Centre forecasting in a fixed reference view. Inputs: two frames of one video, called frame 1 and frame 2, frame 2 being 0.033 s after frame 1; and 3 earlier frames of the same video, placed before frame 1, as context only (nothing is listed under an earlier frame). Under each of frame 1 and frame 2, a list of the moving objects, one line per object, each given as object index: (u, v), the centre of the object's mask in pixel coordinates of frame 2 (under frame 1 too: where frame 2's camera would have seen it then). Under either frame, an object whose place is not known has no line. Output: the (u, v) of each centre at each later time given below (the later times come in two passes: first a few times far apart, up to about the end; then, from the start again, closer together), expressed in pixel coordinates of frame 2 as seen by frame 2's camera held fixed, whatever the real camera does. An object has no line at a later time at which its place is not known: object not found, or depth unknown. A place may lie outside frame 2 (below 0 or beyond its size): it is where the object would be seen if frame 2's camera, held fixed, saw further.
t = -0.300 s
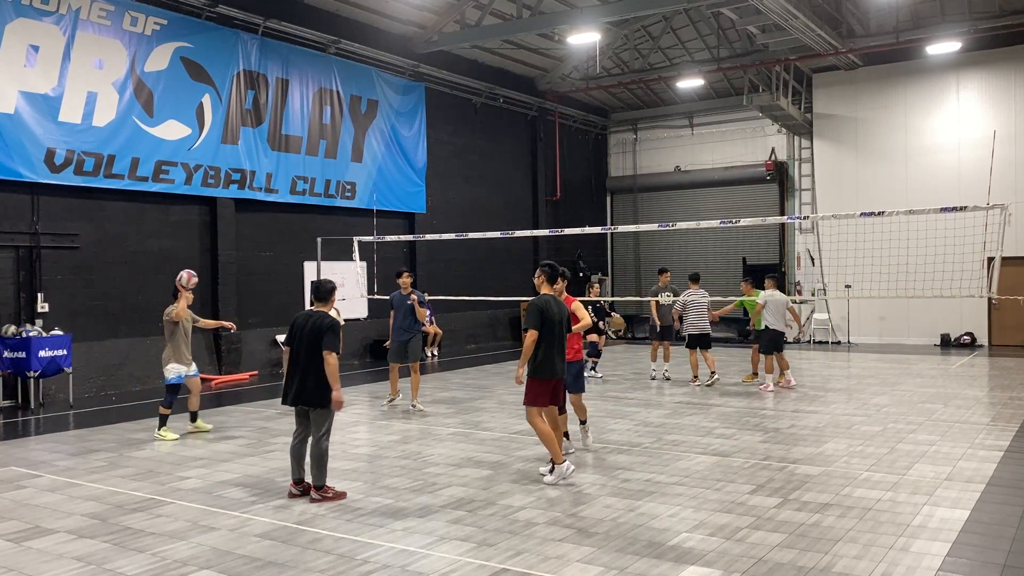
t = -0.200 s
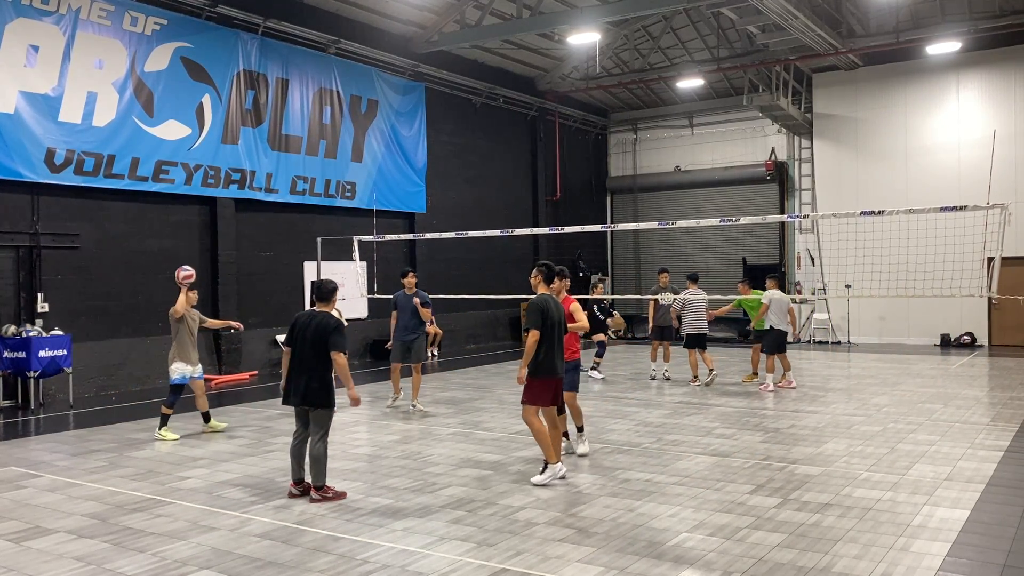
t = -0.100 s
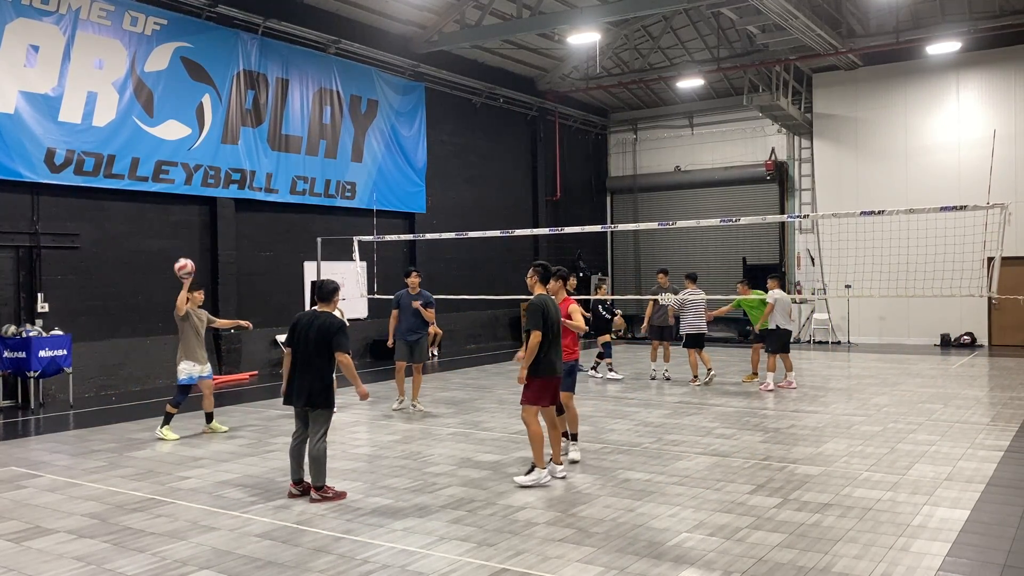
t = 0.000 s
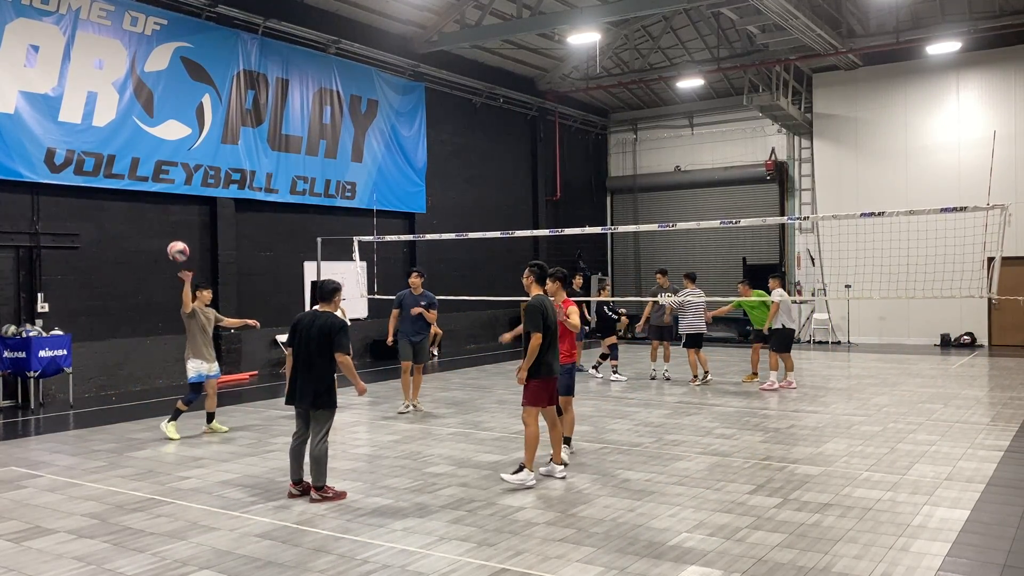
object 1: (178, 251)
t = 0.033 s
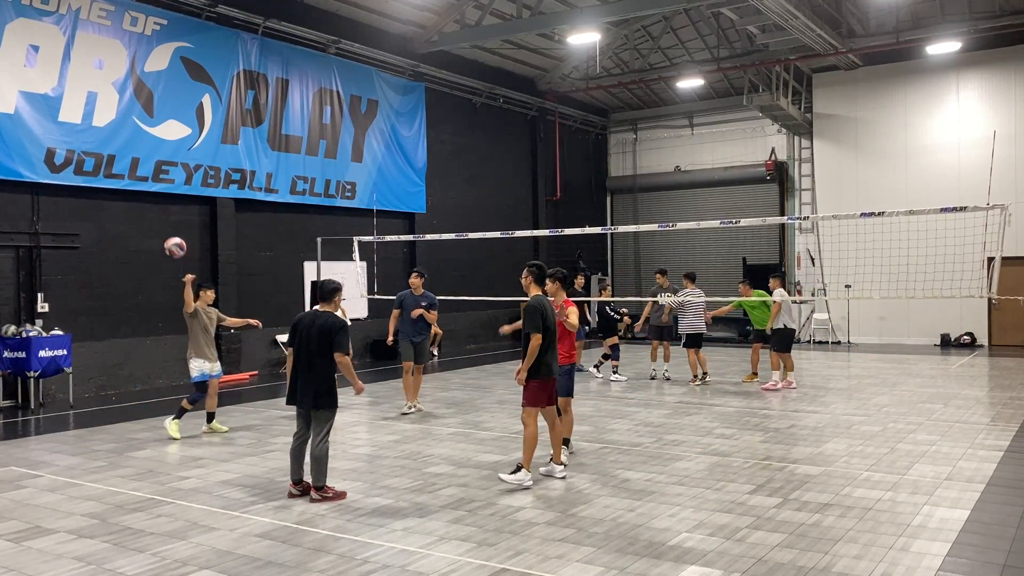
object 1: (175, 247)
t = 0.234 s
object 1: (158, 243)
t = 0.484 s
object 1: (136, 298)
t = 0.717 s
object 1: (113, 417)
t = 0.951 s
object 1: (95, 410)
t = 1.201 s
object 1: (83, 350)
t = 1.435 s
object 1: (74, 359)
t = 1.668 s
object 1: (65, 439)
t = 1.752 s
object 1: (62, 486)
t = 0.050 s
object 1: (174, 246)
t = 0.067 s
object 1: (172, 244)
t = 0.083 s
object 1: (171, 243)
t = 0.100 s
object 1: (169, 242)
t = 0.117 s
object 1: (168, 241)
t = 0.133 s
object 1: (167, 241)
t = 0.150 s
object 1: (165, 241)
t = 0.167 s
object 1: (164, 241)
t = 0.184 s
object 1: (162, 241)
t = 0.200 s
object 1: (161, 241)
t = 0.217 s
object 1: (159, 242)
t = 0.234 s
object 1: (158, 243)
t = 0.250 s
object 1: (157, 245)
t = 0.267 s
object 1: (155, 246)
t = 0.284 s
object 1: (154, 248)
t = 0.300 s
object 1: (152, 251)
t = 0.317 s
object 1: (151, 254)
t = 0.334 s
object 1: (149, 256)
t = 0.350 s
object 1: (148, 260)
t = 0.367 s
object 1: (146, 263)
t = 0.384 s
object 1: (145, 267)
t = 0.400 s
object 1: (143, 272)
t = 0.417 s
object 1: (142, 276)
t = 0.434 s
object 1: (140, 281)
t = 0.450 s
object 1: (139, 286)
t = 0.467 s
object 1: (137, 292)
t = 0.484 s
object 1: (136, 298)
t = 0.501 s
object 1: (134, 304)
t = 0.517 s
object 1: (132, 310)
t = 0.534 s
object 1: (131, 317)
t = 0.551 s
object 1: (129, 325)
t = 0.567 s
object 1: (128, 332)
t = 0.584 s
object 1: (126, 339)
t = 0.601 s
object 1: (125, 349)
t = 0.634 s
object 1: (121, 367)
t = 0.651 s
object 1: (120, 376)
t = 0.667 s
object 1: (118, 386)
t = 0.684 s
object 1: (116, 396)
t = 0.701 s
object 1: (114, 407)
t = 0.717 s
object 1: (113, 417)
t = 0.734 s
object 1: (111, 429)
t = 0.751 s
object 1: (110, 441)
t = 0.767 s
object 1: (108, 454)
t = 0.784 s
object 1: (104, 482)
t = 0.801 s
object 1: (103, 480)
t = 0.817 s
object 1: (102, 470)
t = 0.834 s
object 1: (101, 462)
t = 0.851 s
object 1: (100, 454)
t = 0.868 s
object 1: (99, 446)
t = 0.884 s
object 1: (98, 437)
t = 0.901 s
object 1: (97, 429)
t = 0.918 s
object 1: (96, 422)
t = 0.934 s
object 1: (96, 415)
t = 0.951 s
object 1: (95, 410)
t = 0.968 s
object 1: (94, 404)
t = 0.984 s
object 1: (93, 398)
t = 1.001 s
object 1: (93, 392)
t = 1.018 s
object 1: (92, 387)
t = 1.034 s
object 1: (91, 382)
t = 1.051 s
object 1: (90, 377)
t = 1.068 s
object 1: (89, 373)
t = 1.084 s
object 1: (88, 369)
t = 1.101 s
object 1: (88, 366)
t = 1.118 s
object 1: (87, 362)
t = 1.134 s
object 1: (86, 359)
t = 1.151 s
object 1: (85, 356)
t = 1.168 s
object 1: (84, 353)
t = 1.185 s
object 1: (83, 351)
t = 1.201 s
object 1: (83, 350)
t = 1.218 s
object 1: (82, 348)
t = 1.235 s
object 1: (81, 347)
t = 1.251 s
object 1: (81, 346)
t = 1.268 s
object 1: (81, 346)
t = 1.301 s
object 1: (79, 346)
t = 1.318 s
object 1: (79, 346)
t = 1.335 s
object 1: (78, 347)
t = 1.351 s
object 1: (77, 348)
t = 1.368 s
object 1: (77, 350)
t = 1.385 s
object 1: (76, 352)
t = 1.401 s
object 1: (75, 353)
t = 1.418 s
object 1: (75, 356)
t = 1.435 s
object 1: (74, 359)
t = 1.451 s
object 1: (74, 363)
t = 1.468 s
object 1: (73, 366)
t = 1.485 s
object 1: (73, 370)
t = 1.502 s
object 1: (72, 374)
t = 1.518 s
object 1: (71, 379)
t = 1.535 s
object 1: (70, 384)
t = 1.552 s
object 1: (69, 390)
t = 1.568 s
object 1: (69, 395)
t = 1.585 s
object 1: (68, 402)
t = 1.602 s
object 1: (67, 409)
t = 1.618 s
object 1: (67, 415)
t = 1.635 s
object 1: (66, 422)
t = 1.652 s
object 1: (66, 430)
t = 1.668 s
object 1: (65, 439)
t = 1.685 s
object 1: (65, 447)
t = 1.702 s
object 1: (64, 456)
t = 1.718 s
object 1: (63, 466)
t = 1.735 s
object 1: (63, 477)
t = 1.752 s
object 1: (62, 486)
